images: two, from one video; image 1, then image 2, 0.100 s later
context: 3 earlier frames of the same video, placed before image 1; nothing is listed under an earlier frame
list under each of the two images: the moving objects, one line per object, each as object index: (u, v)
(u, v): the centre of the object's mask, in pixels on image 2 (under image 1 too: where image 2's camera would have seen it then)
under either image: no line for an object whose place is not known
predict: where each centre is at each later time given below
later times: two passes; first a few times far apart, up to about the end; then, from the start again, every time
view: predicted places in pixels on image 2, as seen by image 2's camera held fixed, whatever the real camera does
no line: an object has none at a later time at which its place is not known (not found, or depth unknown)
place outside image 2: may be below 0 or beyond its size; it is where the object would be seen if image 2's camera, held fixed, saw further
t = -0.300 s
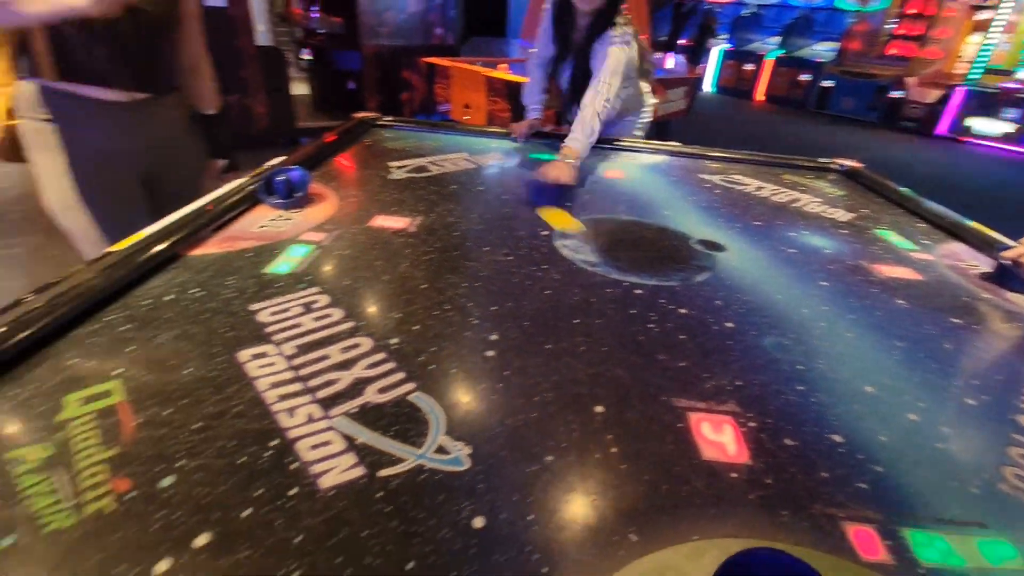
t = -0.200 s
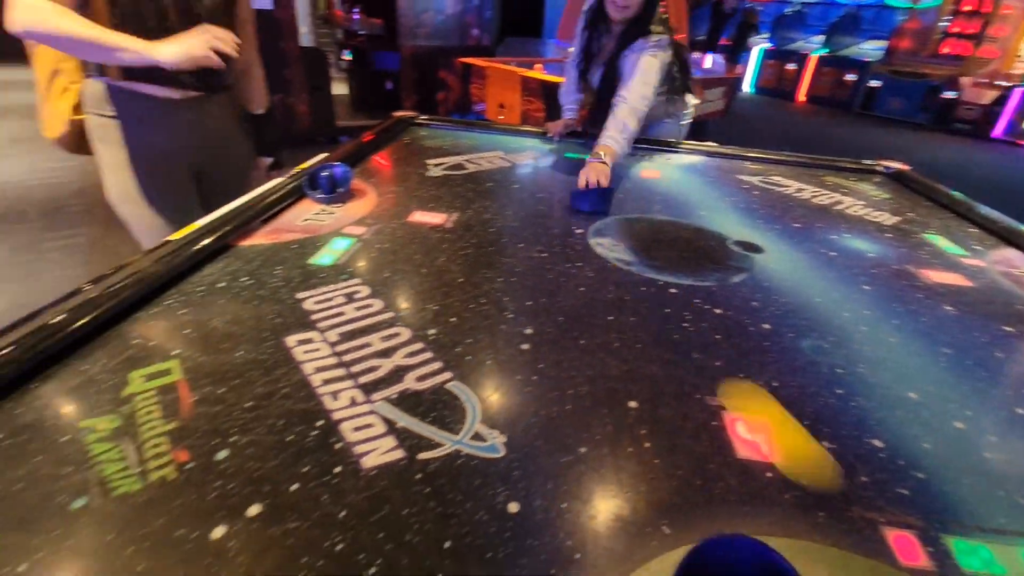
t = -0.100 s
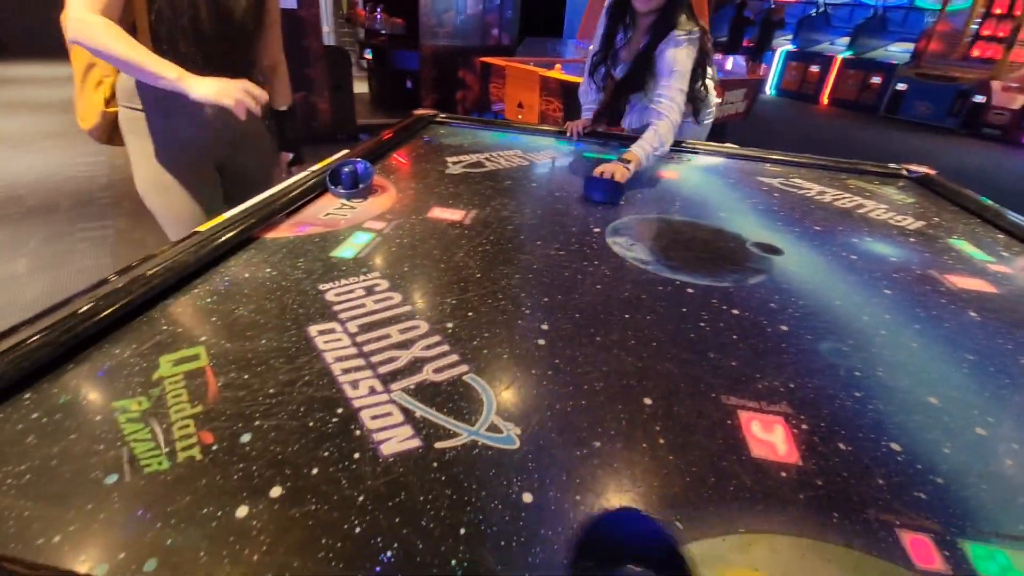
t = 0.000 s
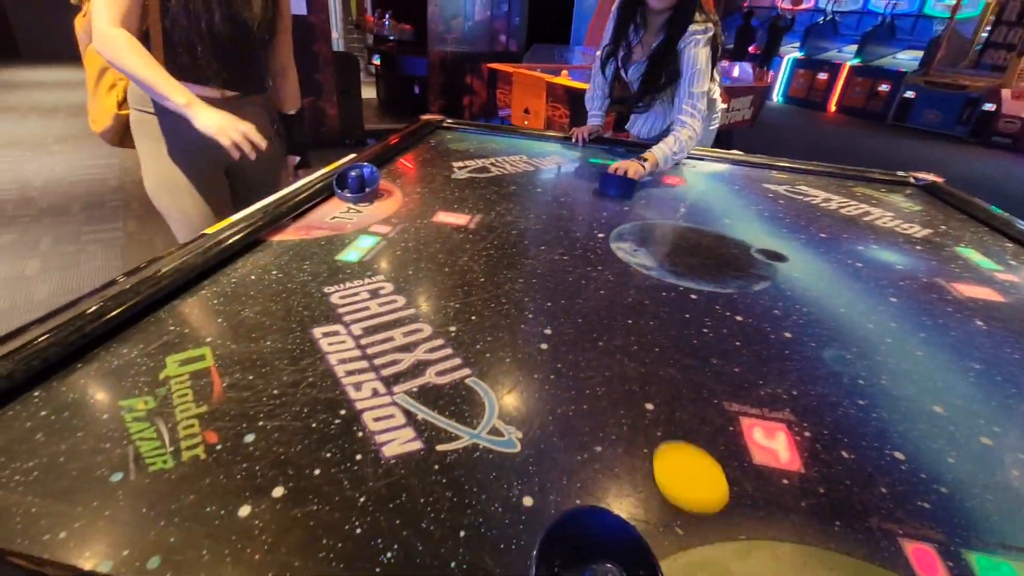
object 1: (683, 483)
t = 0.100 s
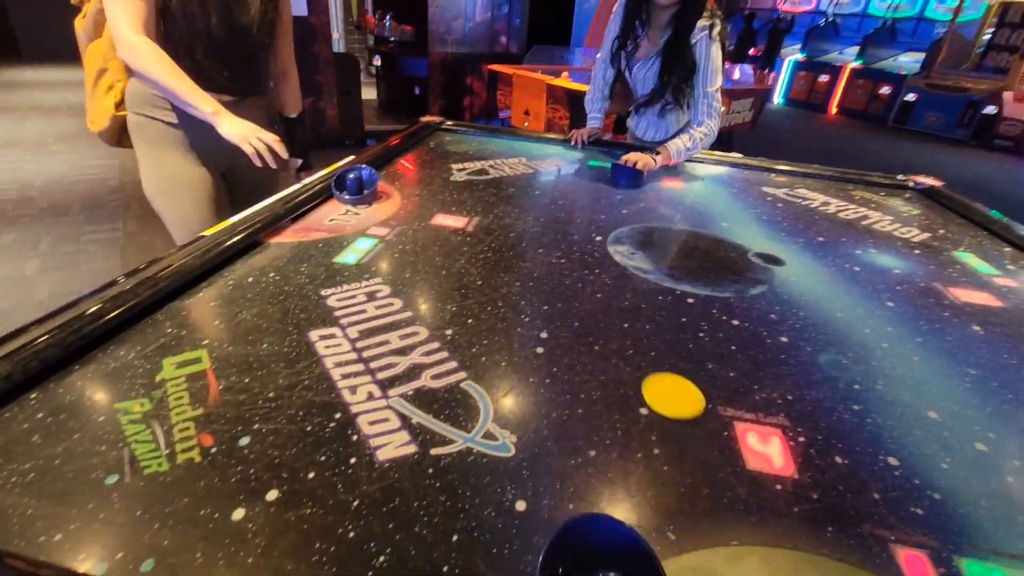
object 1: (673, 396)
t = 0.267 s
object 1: (664, 331)
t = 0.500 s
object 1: (659, 287)
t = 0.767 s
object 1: (655, 253)
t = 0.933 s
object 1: (654, 238)
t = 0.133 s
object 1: (670, 376)
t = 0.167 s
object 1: (668, 361)
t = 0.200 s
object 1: (667, 354)
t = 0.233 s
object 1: (666, 341)
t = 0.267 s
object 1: (664, 331)
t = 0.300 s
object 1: (663, 322)
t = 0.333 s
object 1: (662, 314)
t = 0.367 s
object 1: (662, 308)
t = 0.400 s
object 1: (661, 302)
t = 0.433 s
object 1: (660, 297)
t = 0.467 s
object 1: (660, 292)
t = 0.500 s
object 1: (659, 287)
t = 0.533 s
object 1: (659, 282)
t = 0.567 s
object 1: (659, 278)
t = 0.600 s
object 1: (658, 274)
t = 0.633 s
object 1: (657, 269)
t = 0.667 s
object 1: (657, 265)
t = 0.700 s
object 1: (656, 261)
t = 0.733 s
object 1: (656, 257)
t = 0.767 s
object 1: (655, 253)
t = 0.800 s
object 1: (655, 250)
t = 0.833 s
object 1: (655, 246)
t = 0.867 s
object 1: (655, 243)
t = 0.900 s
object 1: (655, 240)
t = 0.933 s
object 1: (654, 238)
